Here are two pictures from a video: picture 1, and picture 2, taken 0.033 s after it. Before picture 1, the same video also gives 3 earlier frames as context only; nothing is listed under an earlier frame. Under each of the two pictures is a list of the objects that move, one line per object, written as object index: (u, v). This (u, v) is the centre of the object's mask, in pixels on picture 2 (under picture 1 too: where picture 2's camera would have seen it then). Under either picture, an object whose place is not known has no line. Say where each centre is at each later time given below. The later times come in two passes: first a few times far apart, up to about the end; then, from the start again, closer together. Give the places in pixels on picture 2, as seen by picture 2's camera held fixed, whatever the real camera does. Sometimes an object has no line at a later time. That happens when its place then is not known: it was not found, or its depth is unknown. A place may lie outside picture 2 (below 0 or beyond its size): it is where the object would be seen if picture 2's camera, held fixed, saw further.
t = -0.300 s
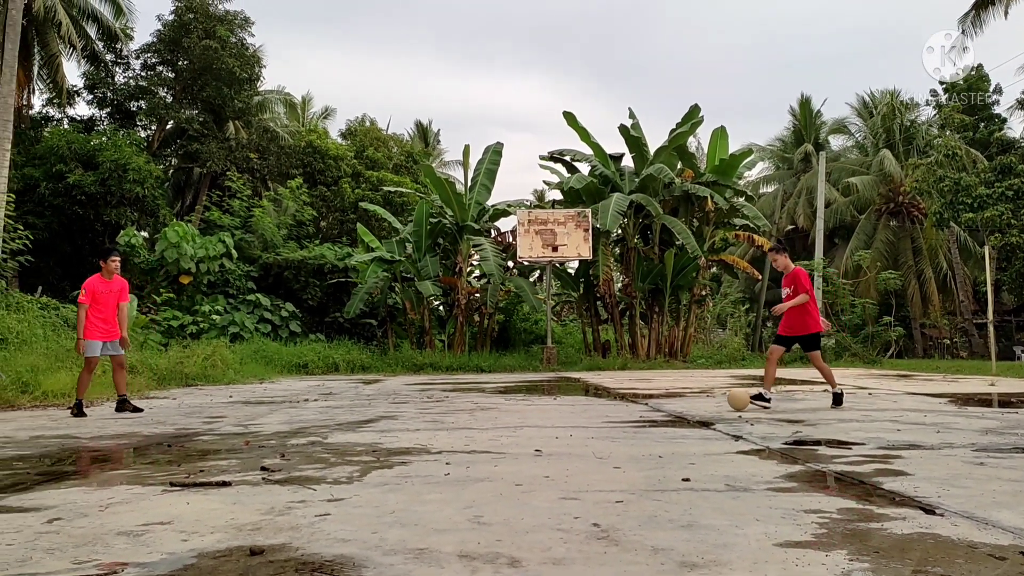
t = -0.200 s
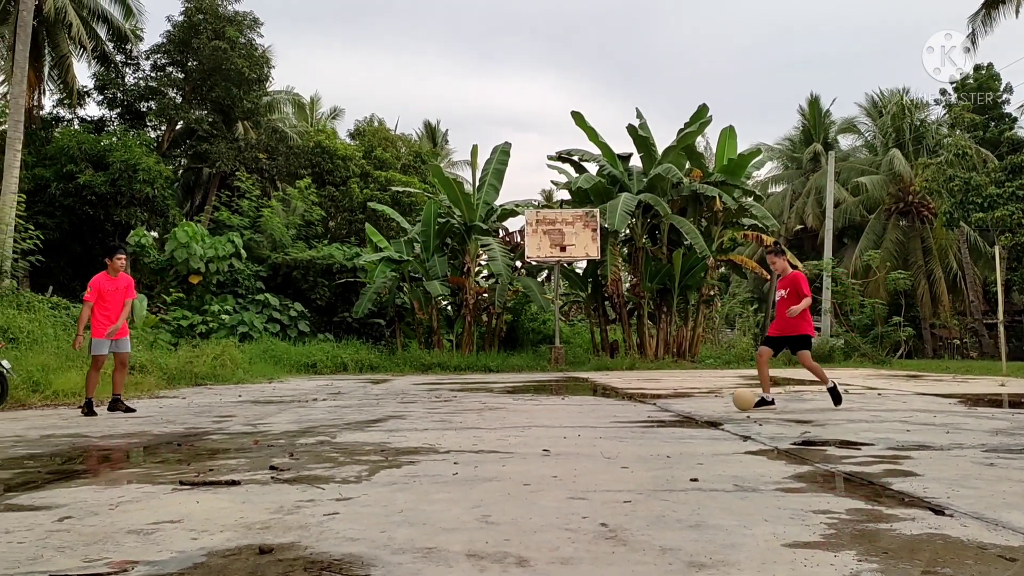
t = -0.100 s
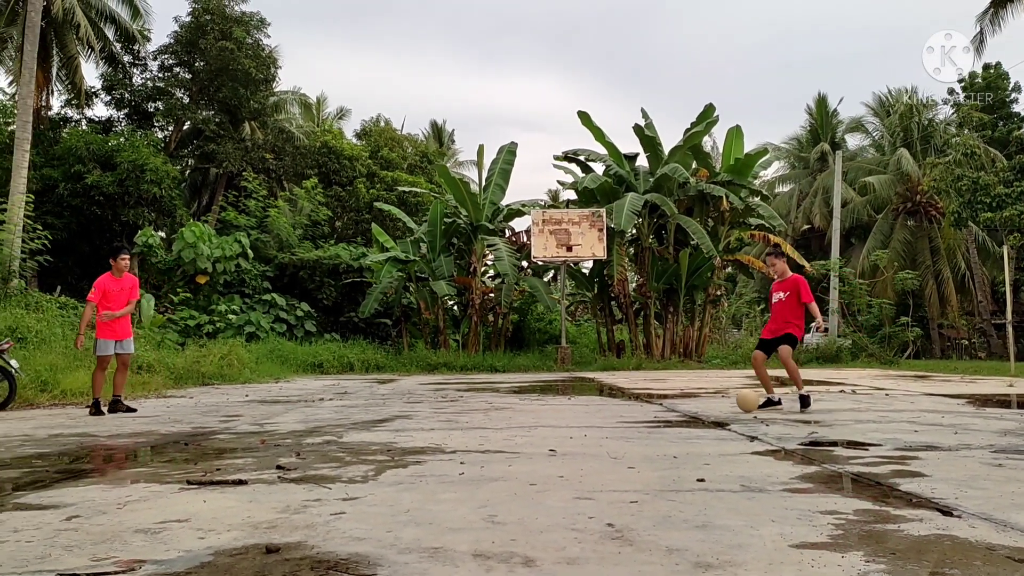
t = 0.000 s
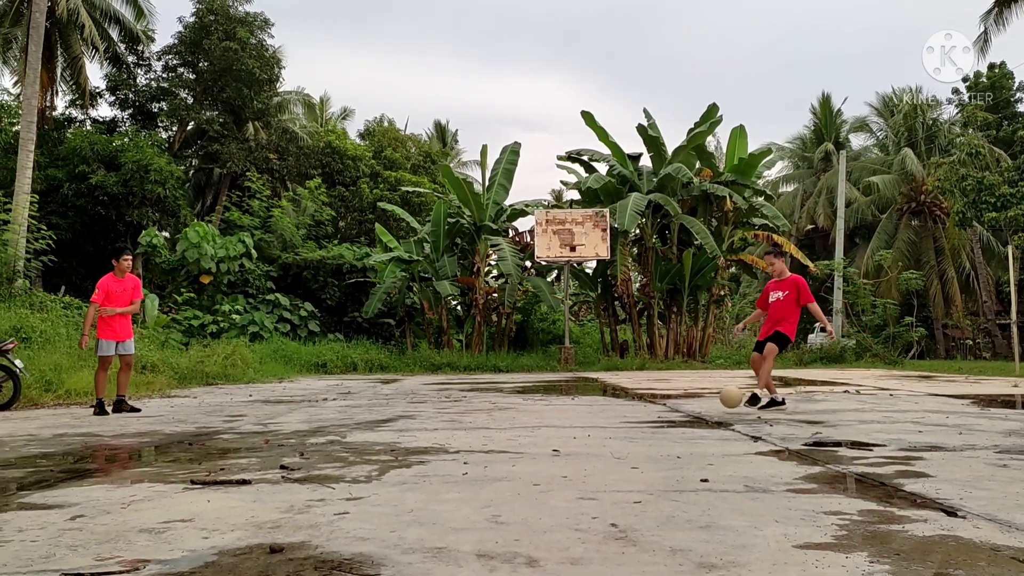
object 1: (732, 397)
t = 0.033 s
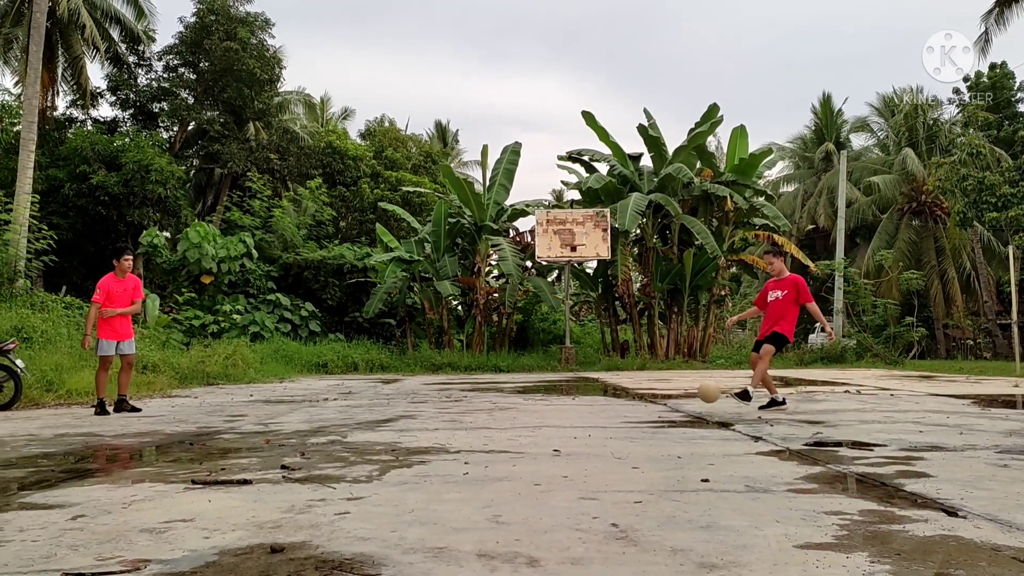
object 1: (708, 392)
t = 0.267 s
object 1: (560, 389)
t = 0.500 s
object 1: (457, 387)
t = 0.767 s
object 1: (372, 394)
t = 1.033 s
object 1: (296, 398)
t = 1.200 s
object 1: (249, 396)
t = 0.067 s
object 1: (687, 388)
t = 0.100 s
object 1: (665, 385)
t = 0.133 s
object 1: (643, 384)
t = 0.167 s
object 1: (622, 383)
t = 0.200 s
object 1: (601, 384)
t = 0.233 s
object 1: (580, 386)
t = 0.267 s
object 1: (560, 389)
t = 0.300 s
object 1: (540, 393)
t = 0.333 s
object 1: (520, 398)
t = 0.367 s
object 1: (503, 400)
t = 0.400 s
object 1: (491, 395)
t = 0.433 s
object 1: (480, 391)
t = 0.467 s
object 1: (469, 388)
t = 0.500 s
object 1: (457, 387)
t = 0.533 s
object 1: (446, 387)
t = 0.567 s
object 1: (435, 387)
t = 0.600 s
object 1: (424, 389)
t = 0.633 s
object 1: (413, 392)
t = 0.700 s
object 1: (391, 401)
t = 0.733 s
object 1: (381, 398)
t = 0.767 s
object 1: (372, 394)
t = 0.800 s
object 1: (363, 390)
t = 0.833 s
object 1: (353, 387)
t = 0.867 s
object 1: (343, 386)
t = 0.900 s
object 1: (334, 386)
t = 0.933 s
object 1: (324, 387)
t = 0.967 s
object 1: (315, 391)
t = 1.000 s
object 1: (306, 393)
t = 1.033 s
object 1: (296, 398)
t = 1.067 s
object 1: (287, 402)
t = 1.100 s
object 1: (277, 399)
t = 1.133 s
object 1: (268, 397)
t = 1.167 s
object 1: (258, 396)
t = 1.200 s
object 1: (249, 396)
